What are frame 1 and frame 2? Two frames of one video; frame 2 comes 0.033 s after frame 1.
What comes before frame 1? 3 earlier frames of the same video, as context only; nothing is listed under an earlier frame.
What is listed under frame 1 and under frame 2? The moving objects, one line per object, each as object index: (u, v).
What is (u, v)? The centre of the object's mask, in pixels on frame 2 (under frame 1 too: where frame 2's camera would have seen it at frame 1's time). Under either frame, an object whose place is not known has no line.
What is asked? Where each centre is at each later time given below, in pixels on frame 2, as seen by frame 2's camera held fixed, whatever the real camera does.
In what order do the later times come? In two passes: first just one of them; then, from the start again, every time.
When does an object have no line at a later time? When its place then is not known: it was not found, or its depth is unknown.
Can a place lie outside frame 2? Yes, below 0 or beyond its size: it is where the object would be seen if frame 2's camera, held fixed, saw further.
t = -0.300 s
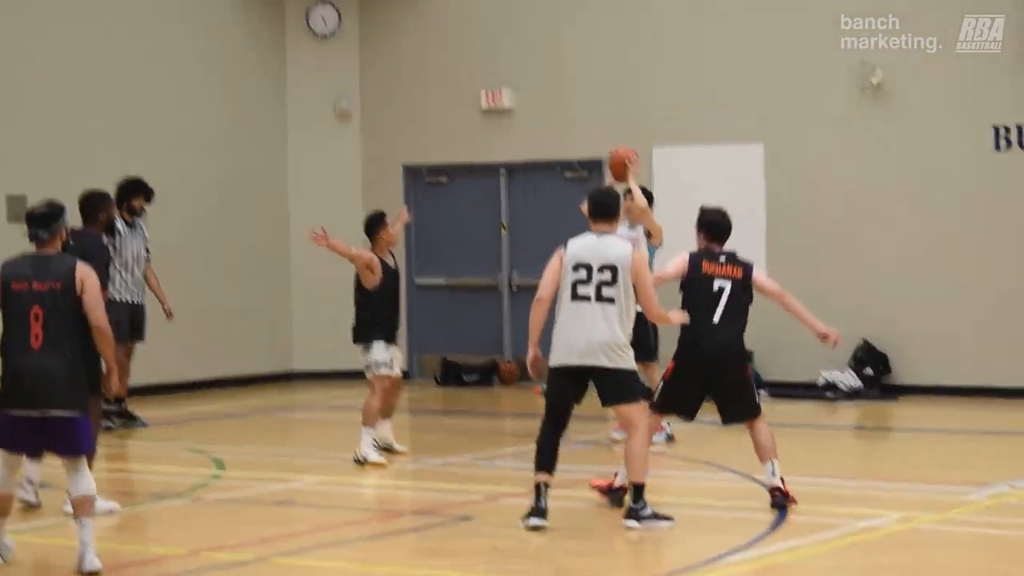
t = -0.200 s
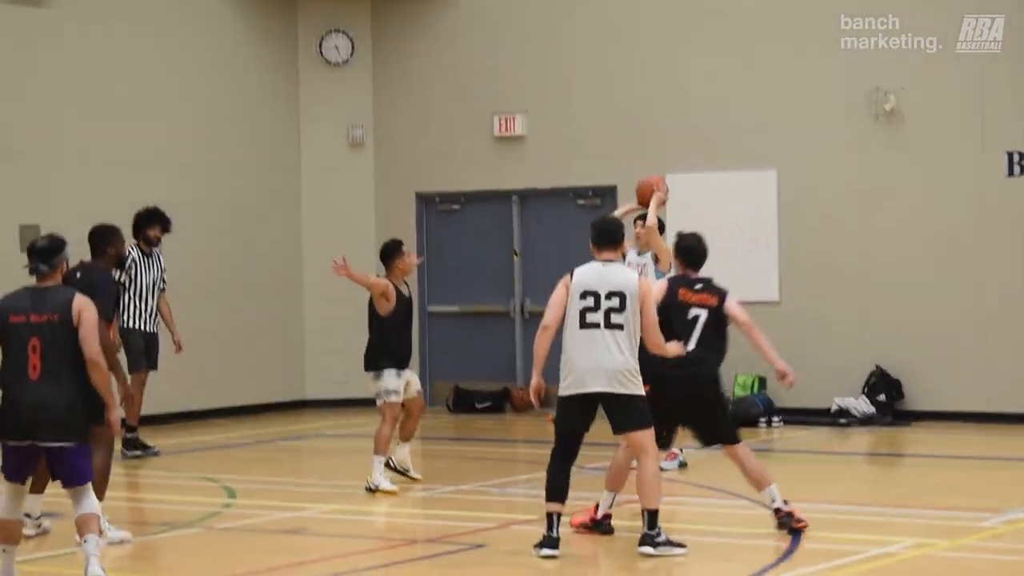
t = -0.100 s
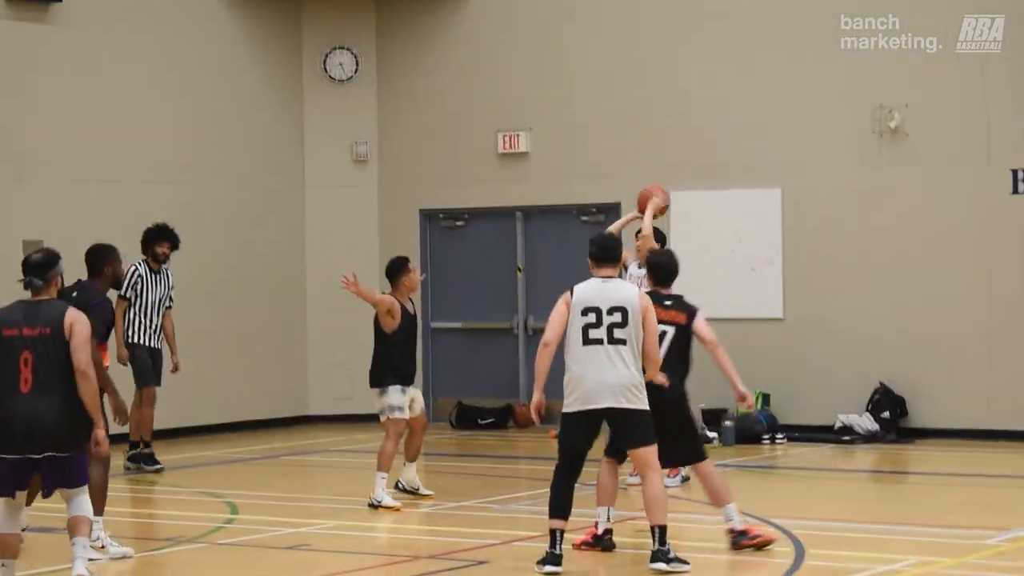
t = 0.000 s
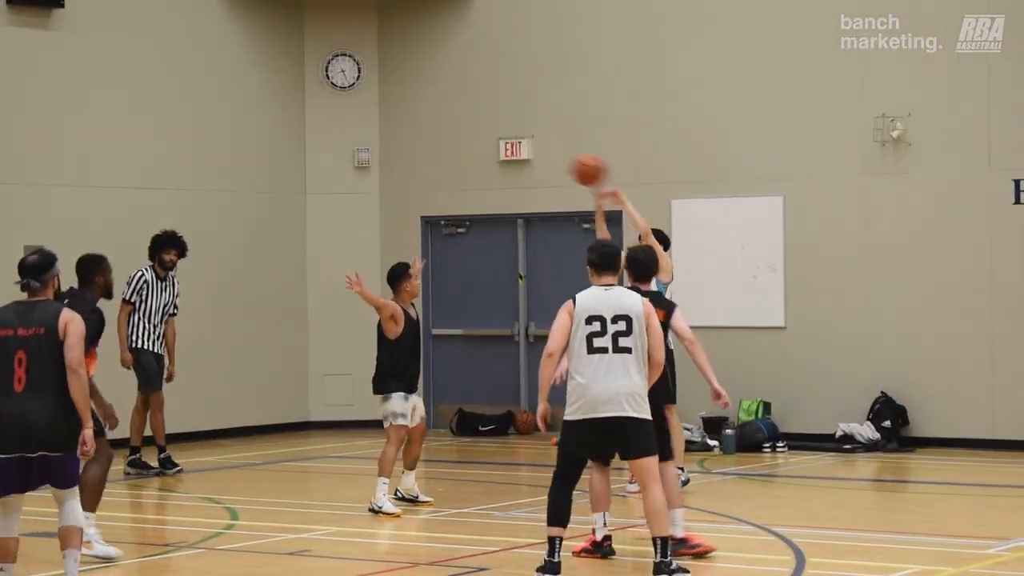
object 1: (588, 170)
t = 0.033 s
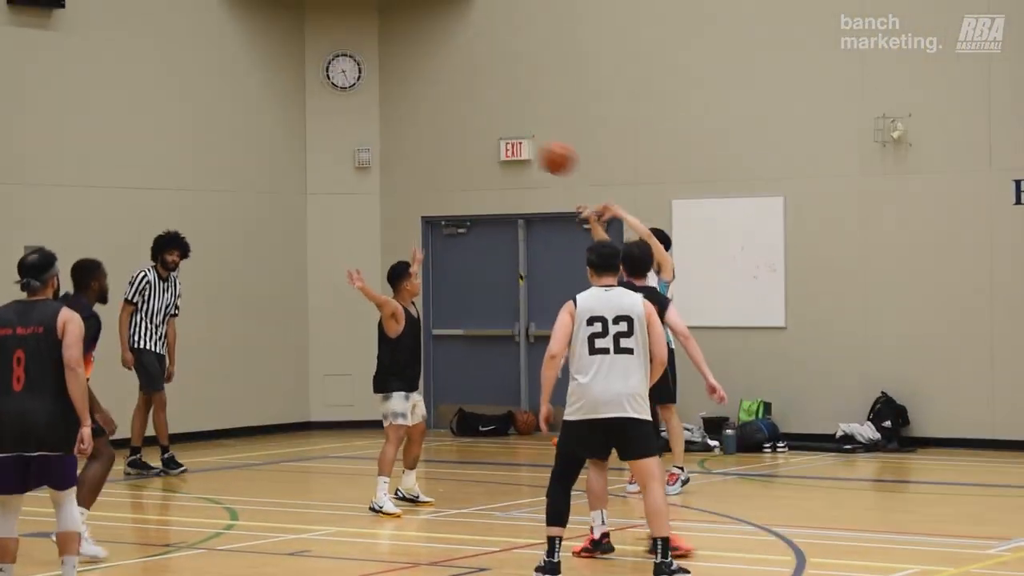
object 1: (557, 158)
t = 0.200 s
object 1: (393, 121)
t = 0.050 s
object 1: (542, 153)
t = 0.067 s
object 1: (527, 147)
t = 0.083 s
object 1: (506, 143)
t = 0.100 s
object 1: (490, 138)
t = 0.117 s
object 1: (475, 134)
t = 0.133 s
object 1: (458, 131)
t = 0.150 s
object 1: (441, 128)
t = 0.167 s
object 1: (425, 125)
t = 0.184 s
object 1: (408, 123)
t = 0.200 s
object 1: (393, 121)
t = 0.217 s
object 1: (376, 120)
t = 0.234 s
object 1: (359, 119)
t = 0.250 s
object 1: (343, 117)
